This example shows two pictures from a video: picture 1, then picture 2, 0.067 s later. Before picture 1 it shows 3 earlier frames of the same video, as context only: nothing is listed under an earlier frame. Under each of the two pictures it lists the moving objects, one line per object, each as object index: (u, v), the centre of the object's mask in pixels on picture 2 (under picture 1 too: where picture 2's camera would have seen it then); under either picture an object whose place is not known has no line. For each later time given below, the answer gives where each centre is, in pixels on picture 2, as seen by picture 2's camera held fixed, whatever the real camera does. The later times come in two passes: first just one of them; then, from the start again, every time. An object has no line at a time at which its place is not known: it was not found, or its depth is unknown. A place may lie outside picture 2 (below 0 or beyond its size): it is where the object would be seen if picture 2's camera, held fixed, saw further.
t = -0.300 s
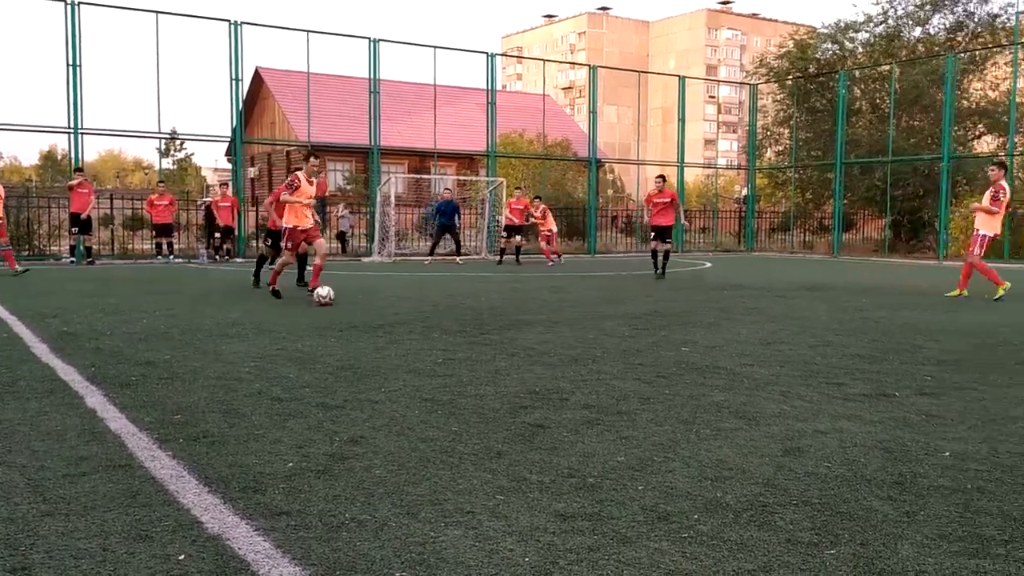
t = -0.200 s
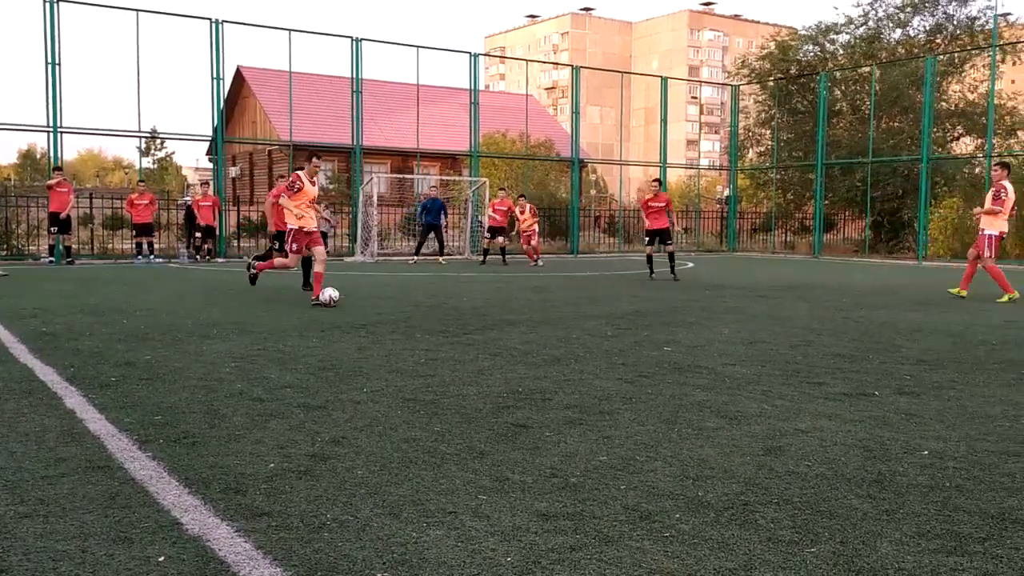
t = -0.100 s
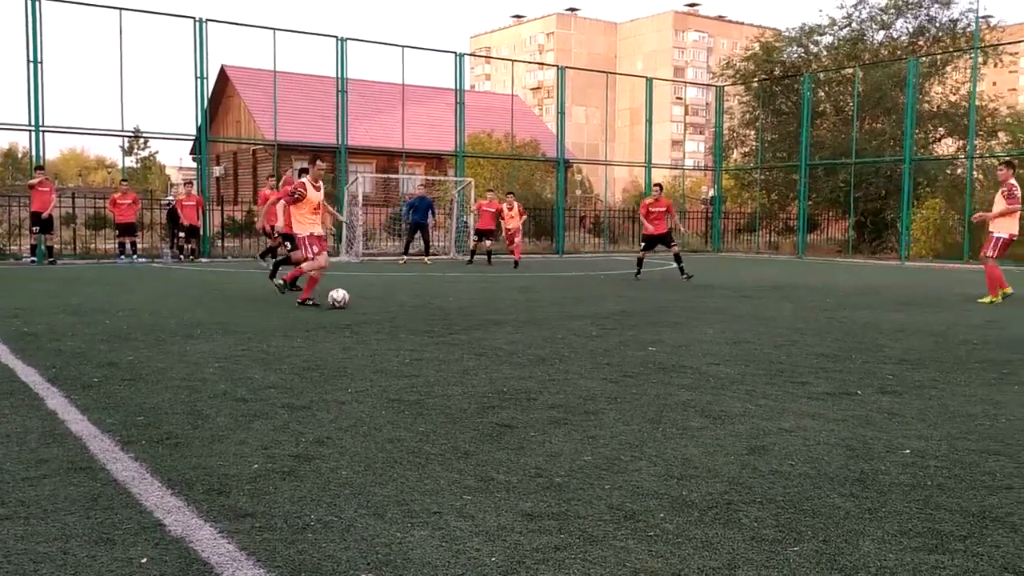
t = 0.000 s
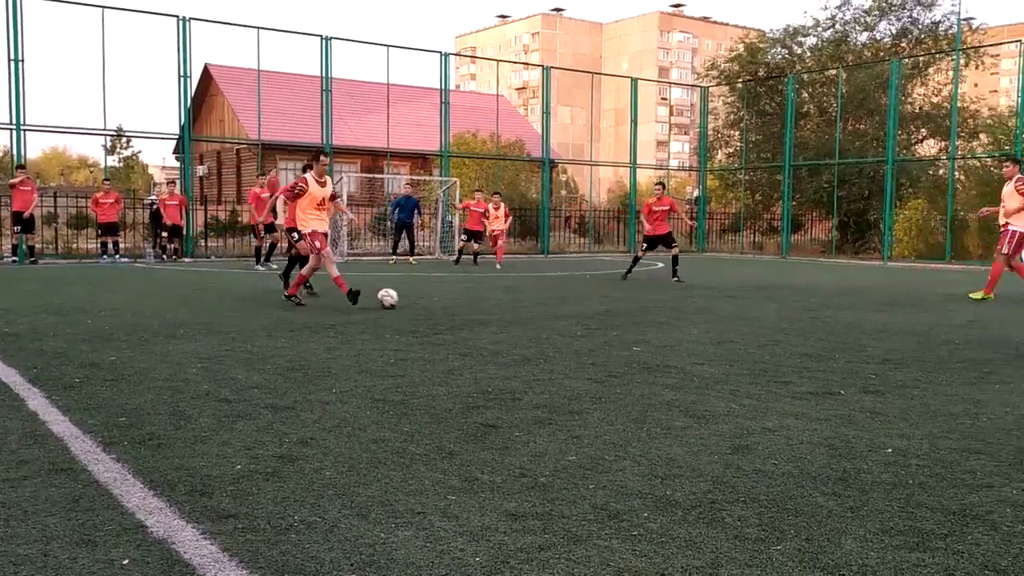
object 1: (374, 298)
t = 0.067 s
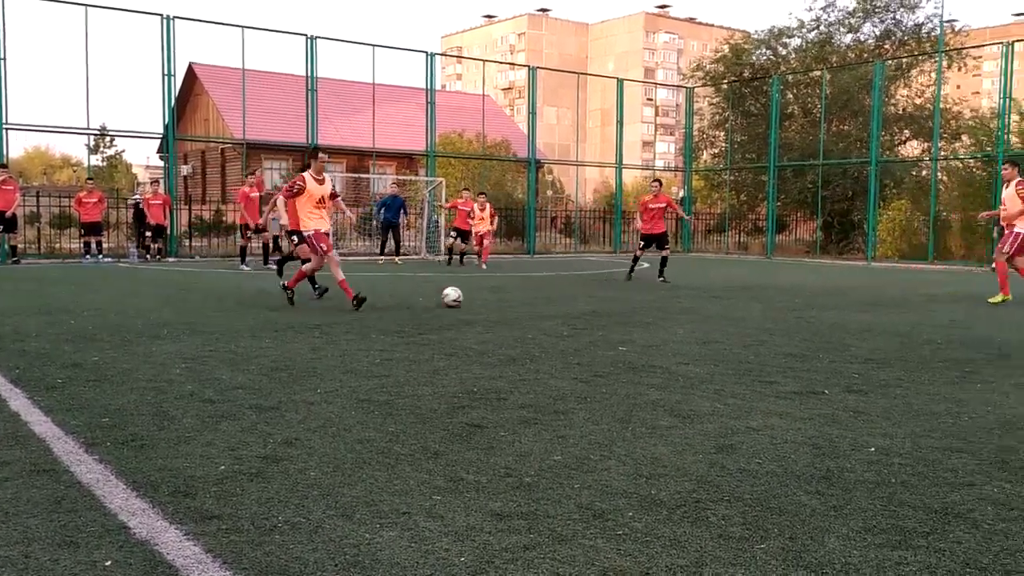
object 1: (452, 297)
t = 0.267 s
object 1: (654, 296)
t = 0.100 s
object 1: (489, 297)
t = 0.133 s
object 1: (524, 296)
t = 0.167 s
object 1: (559, 295)
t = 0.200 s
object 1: (592, 296)
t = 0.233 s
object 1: (624, 296)
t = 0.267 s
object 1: (654, 296)
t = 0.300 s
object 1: (683, 295)
